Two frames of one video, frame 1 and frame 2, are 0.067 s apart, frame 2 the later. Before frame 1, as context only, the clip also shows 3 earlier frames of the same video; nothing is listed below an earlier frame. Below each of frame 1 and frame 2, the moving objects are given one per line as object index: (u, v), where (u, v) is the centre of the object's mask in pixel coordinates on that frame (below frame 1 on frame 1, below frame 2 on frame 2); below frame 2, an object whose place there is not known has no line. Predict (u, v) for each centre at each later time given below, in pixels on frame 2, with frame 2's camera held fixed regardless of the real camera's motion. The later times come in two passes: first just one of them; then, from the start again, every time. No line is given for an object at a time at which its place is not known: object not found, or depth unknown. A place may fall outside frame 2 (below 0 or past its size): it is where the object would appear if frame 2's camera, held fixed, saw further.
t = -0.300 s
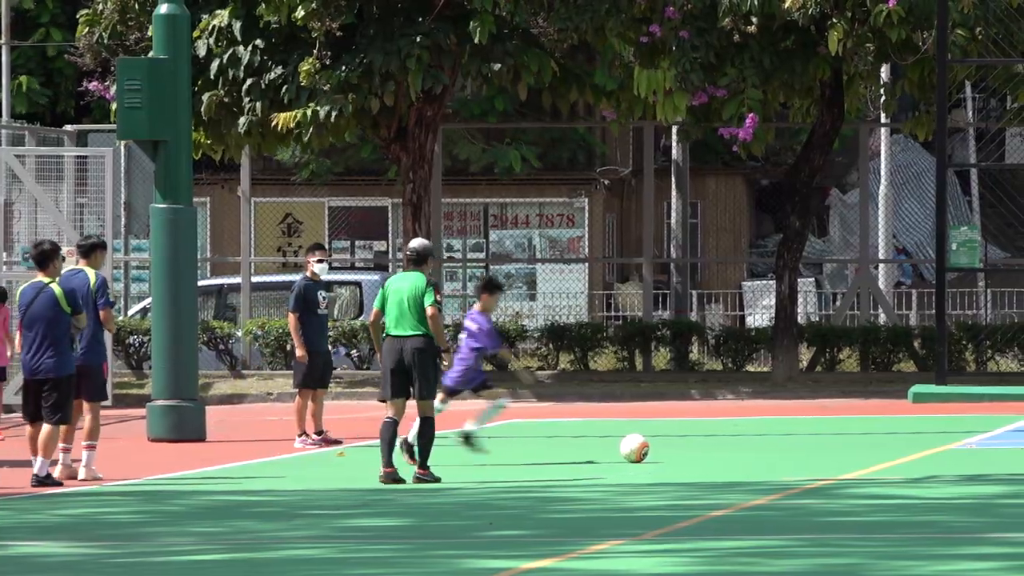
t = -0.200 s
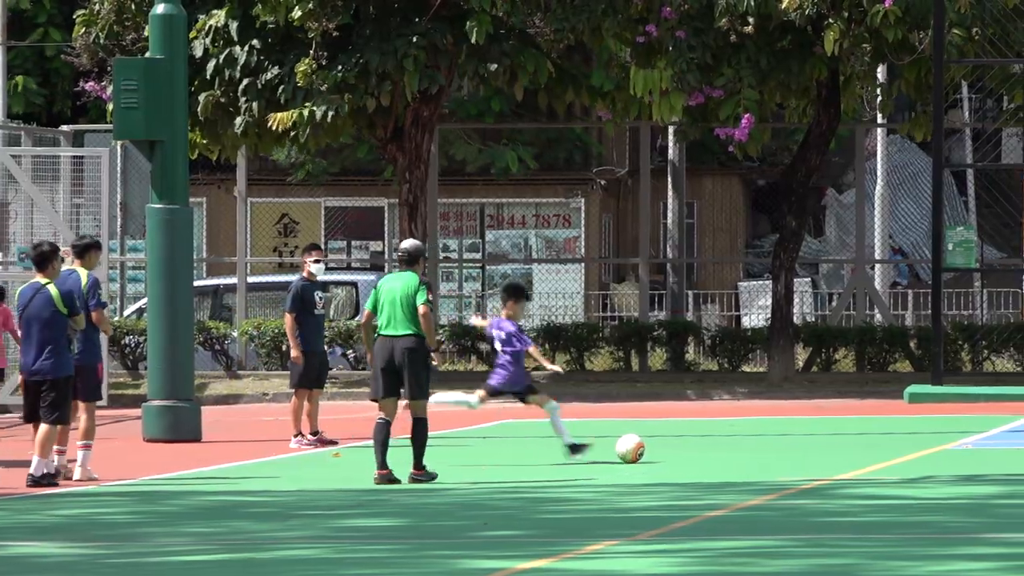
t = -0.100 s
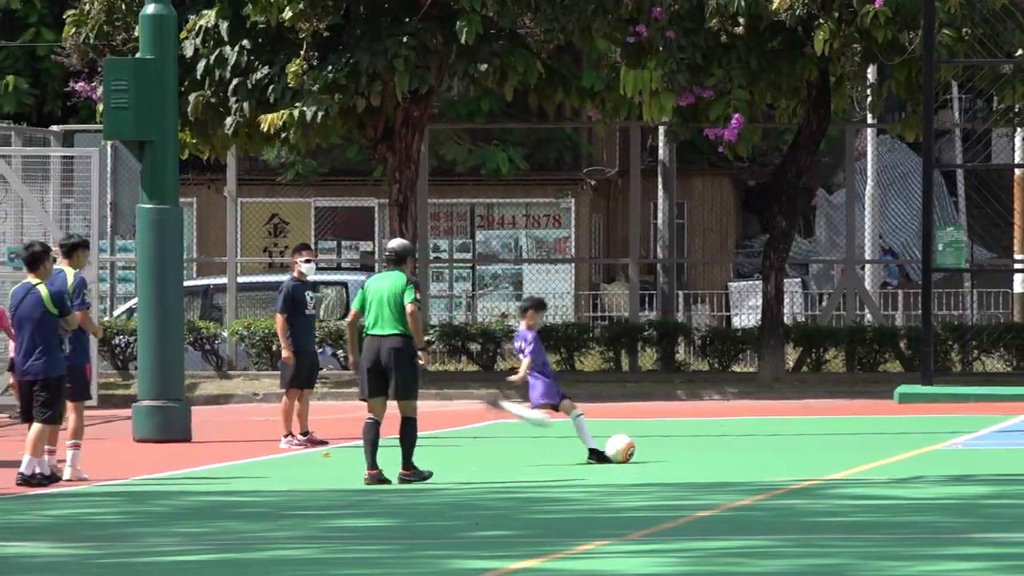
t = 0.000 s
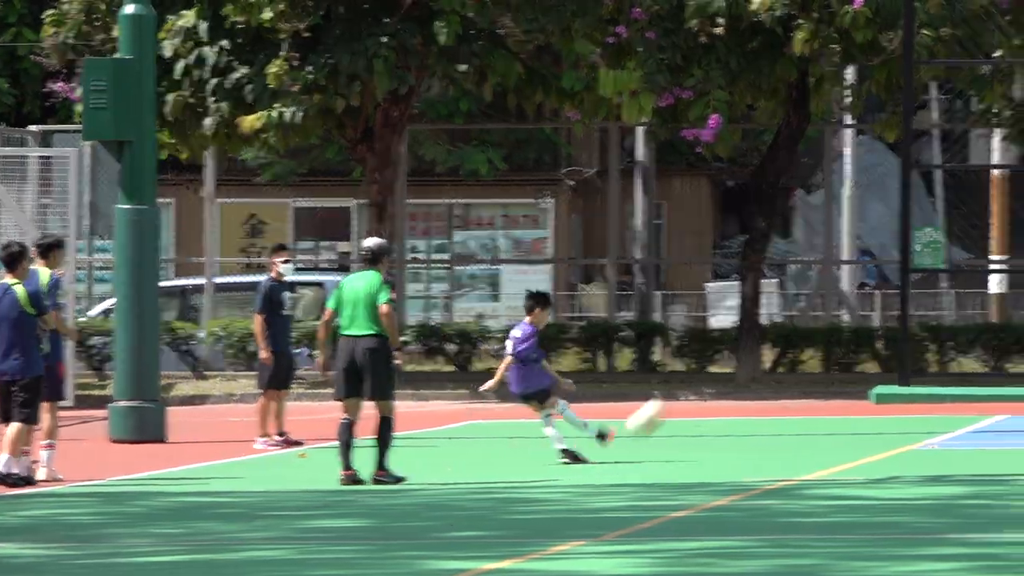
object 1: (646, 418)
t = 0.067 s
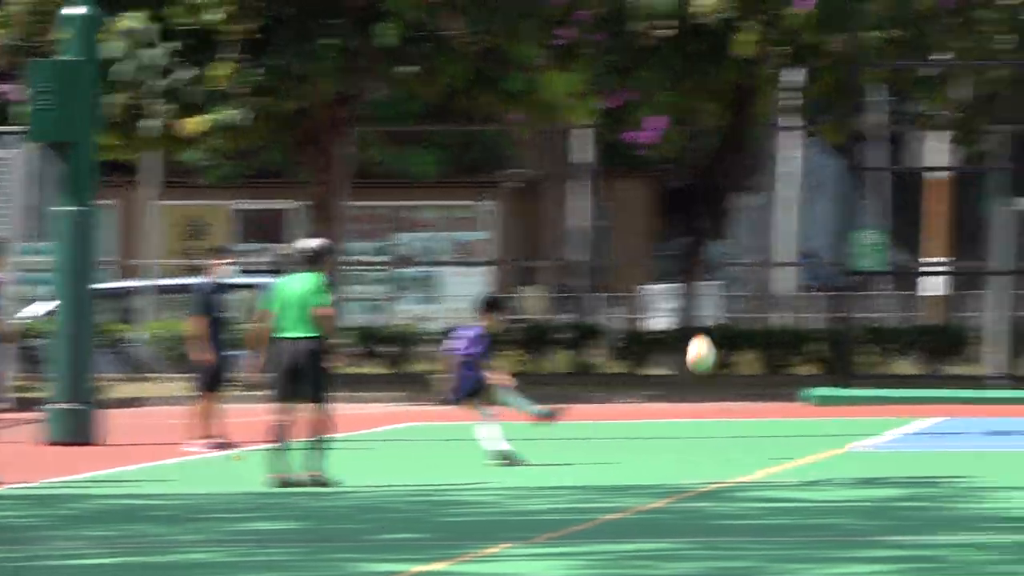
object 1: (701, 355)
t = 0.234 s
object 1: (964, 221)
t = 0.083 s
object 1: (725, 338)
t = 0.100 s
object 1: (751, 324)
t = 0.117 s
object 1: (778, 310)
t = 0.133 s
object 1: (806, 295)
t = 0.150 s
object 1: (833, 281)
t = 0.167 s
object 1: (859, 268)
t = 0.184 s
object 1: (885, 255)
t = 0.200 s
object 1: (911, 242)
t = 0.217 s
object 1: (936, 230)
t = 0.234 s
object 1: (964, 221)
